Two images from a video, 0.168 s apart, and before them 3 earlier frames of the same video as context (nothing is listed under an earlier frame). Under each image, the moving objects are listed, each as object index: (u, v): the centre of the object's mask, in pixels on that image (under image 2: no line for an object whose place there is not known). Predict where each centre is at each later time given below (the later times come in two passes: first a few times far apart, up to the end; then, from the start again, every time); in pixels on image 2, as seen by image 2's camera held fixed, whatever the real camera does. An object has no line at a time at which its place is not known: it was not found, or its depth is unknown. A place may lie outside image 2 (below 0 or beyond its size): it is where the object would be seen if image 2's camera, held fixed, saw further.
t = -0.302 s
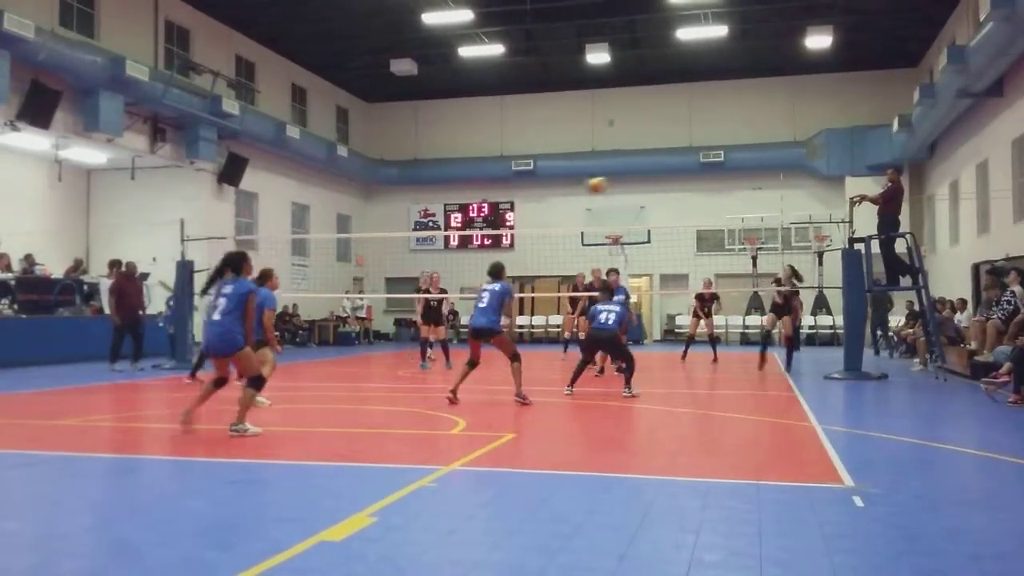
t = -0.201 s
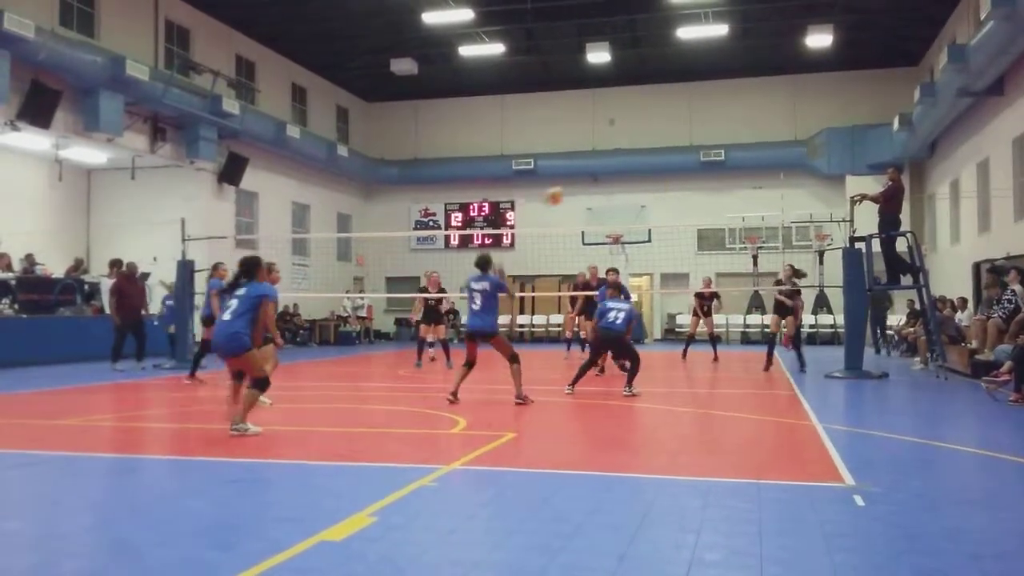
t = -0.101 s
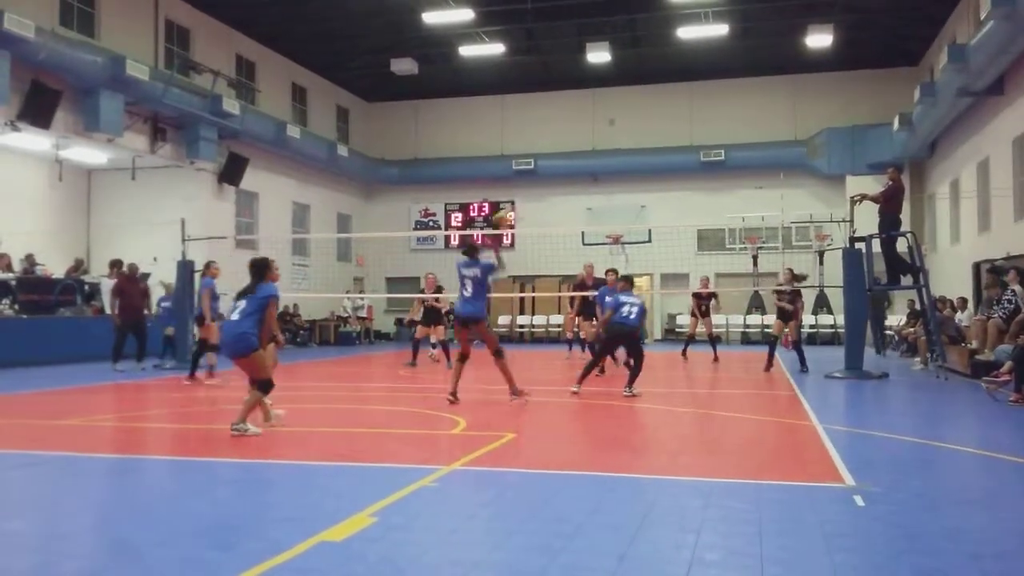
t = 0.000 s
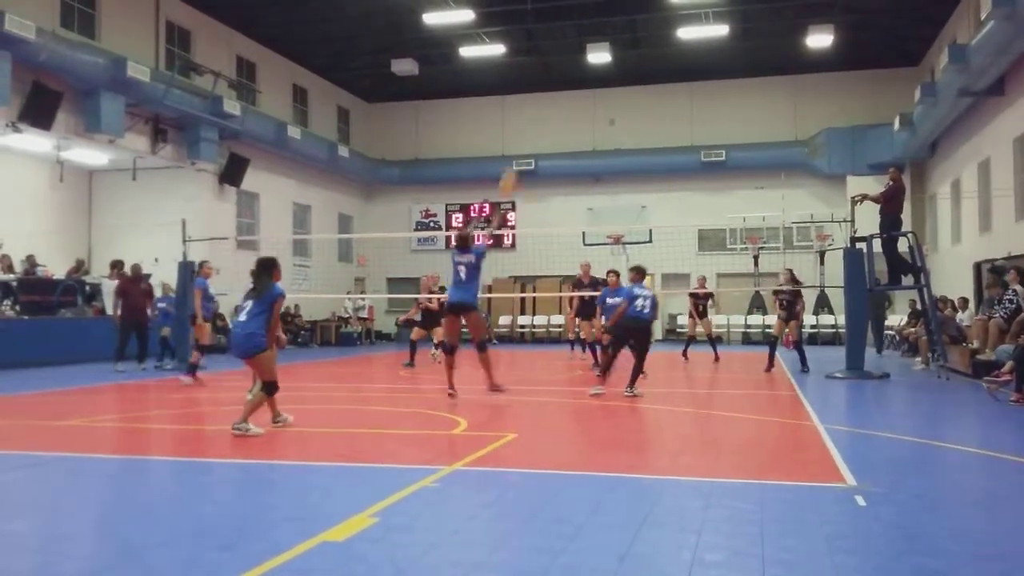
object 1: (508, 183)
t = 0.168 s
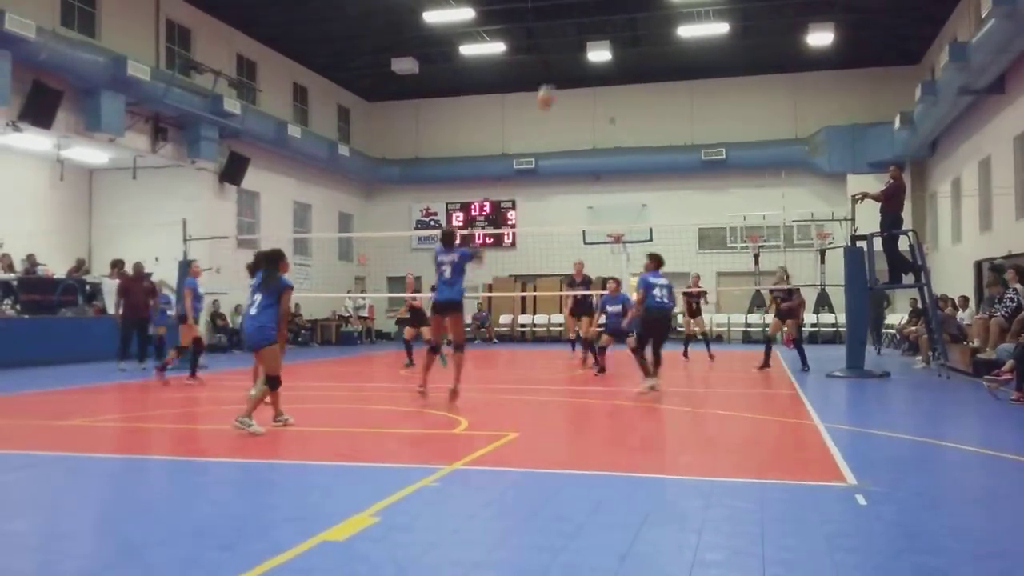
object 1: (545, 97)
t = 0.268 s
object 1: (565, 60)
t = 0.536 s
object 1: (618, 8)
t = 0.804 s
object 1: (664, 13)
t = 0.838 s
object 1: (671, 19)
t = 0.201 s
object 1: (552, 82)
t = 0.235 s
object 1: (559, 72)
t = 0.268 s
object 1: (565, 60)
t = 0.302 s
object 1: (572, 49)
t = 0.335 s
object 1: (578, 41)
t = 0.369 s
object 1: (585, 32)
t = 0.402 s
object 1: (592, 26)
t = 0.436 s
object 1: (599, 20)
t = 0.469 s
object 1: (605, 15)
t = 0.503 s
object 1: (612, 11)
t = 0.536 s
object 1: (618, 8)
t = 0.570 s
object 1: (624, 6)
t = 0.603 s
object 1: (631, 5)
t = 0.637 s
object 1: (636, 4)
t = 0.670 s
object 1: (643, 4)
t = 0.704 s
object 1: (649, 6)
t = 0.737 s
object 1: (655, 8)
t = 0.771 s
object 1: (659, 11)
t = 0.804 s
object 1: (664, 13)
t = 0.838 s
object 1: (671, 19)
